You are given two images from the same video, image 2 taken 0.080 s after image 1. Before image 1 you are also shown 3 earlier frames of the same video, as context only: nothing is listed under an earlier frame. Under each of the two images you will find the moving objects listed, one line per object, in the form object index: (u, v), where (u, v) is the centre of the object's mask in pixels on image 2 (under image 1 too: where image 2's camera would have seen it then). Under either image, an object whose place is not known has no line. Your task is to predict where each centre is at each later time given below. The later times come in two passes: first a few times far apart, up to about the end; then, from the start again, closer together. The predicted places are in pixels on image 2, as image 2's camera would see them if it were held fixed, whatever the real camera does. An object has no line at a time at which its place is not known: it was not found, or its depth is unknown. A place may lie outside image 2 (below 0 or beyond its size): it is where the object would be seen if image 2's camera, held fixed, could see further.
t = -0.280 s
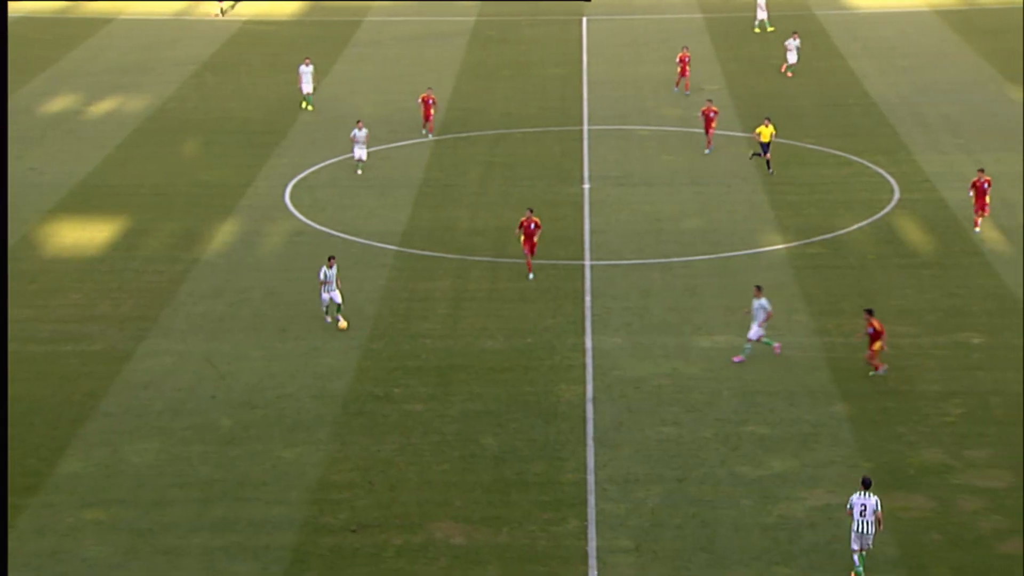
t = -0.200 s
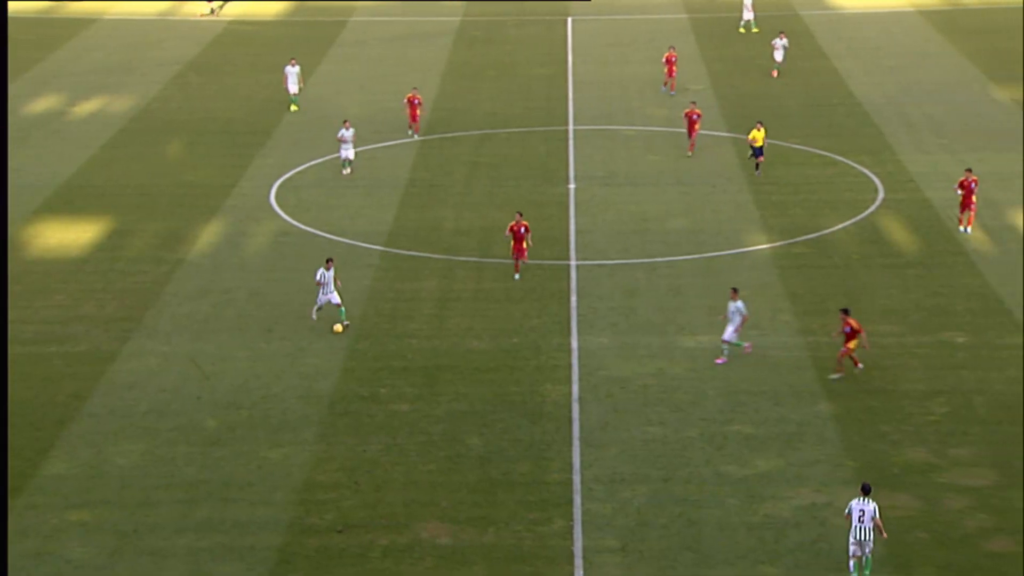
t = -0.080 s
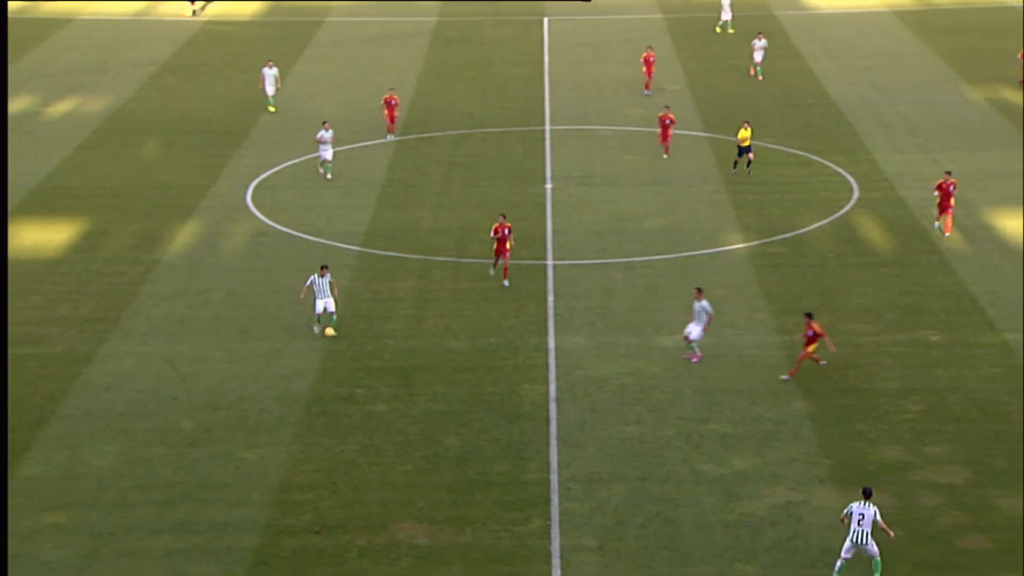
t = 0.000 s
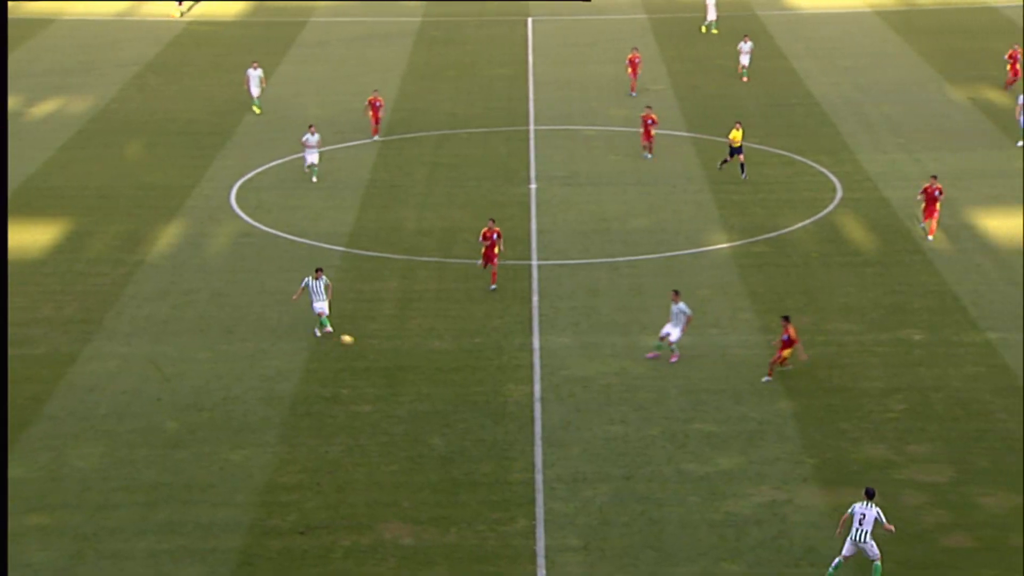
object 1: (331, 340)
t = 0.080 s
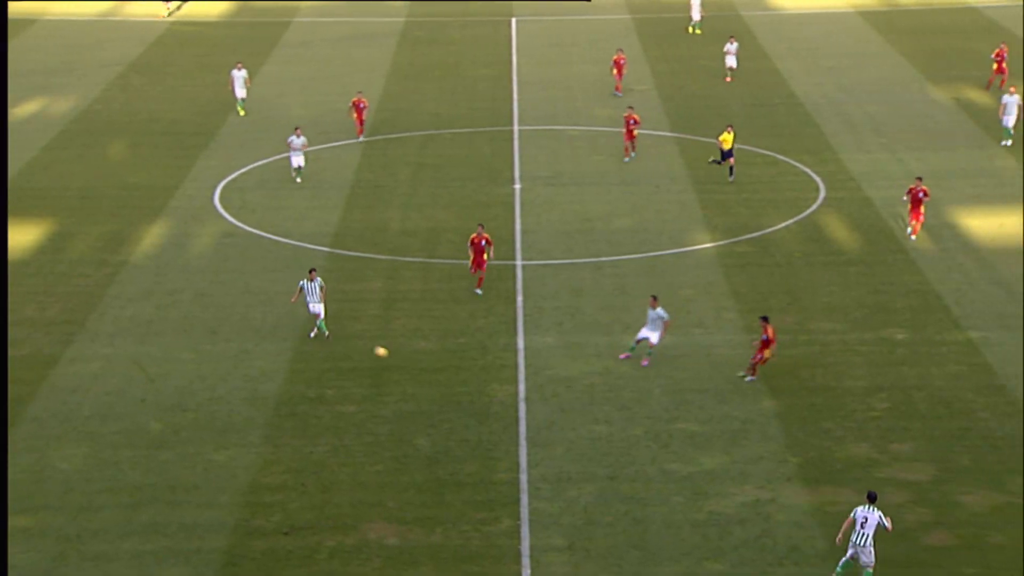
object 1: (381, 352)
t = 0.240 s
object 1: (488, 388)
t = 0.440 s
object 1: (628, 430)
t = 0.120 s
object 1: (406, 359)
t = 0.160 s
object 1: (433, 368)
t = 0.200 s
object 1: (460, 377)
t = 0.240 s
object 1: (488, 388)
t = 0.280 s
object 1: (516, 399)
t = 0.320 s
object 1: (545, 412)
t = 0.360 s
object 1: (573, 419)
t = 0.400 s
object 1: (600, 424)
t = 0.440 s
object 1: (628, 430)
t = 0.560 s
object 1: (716, 455)
